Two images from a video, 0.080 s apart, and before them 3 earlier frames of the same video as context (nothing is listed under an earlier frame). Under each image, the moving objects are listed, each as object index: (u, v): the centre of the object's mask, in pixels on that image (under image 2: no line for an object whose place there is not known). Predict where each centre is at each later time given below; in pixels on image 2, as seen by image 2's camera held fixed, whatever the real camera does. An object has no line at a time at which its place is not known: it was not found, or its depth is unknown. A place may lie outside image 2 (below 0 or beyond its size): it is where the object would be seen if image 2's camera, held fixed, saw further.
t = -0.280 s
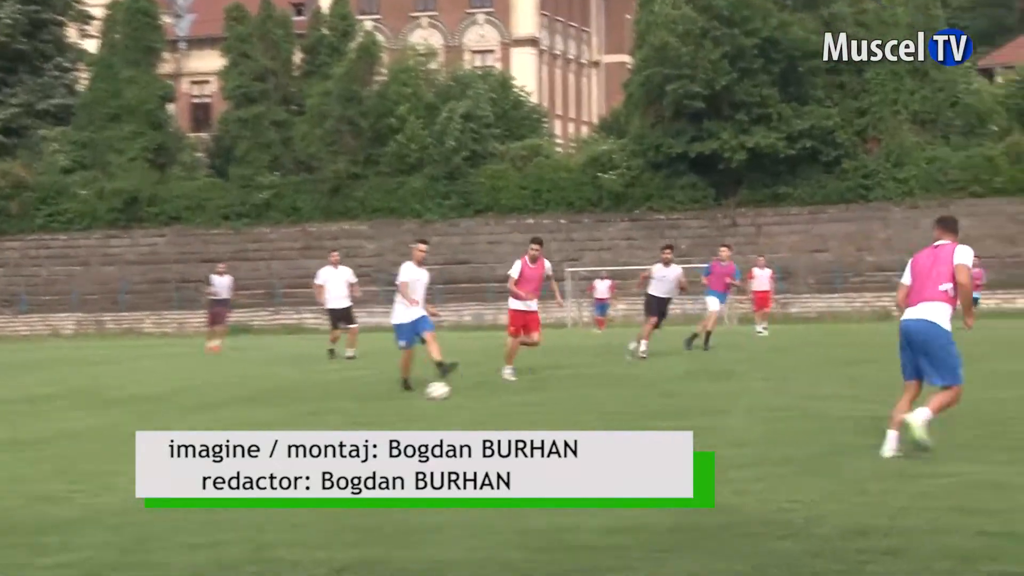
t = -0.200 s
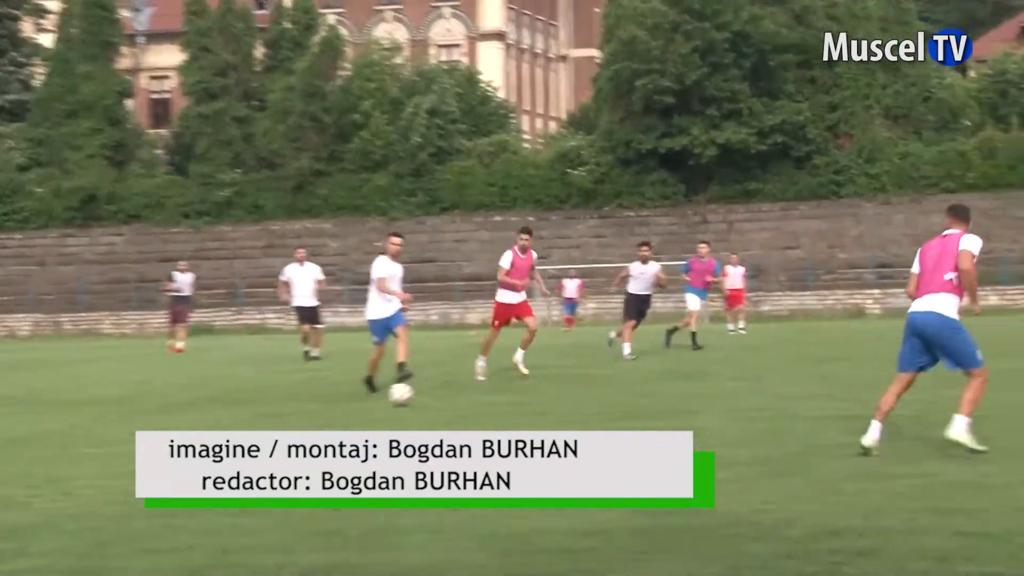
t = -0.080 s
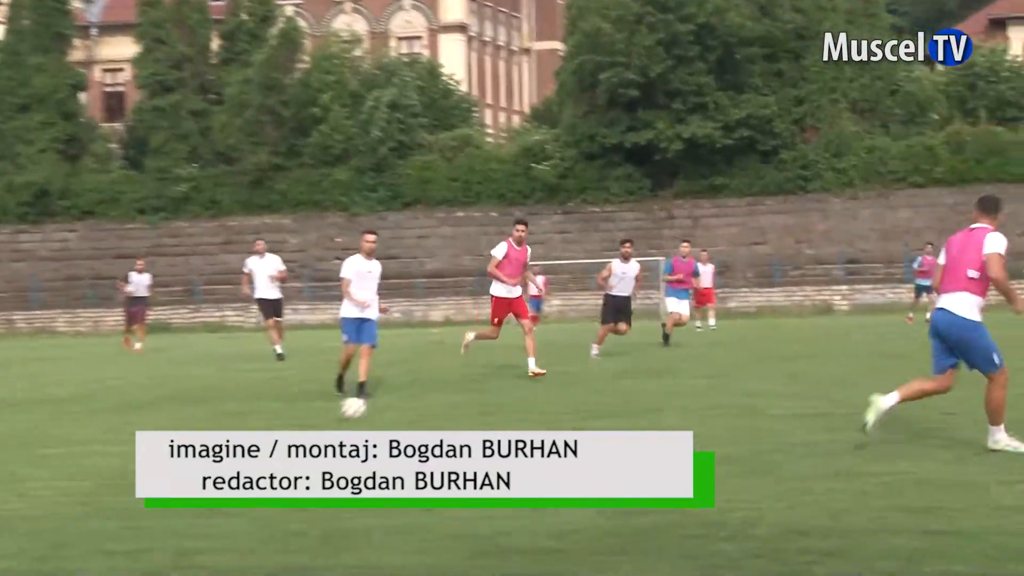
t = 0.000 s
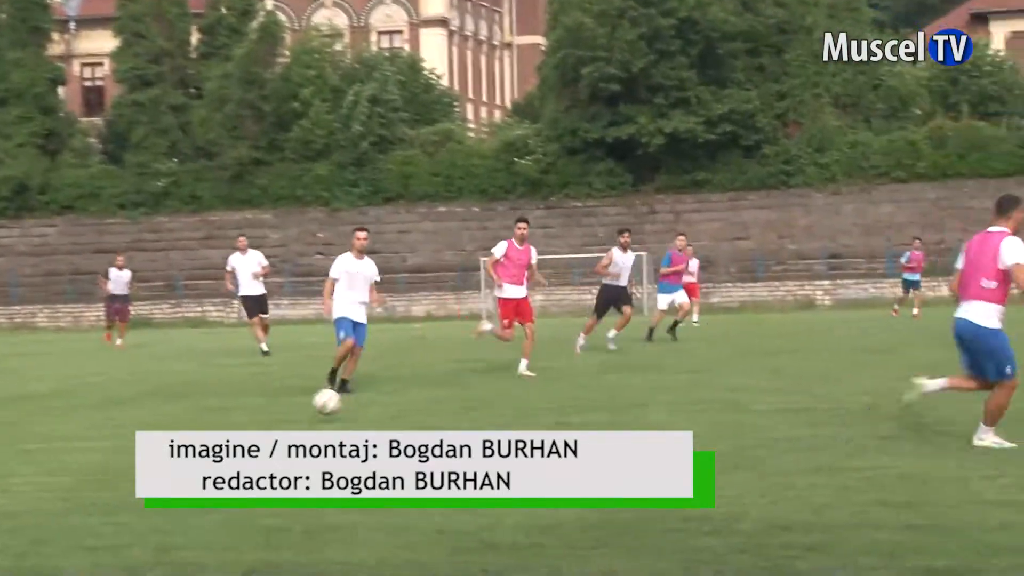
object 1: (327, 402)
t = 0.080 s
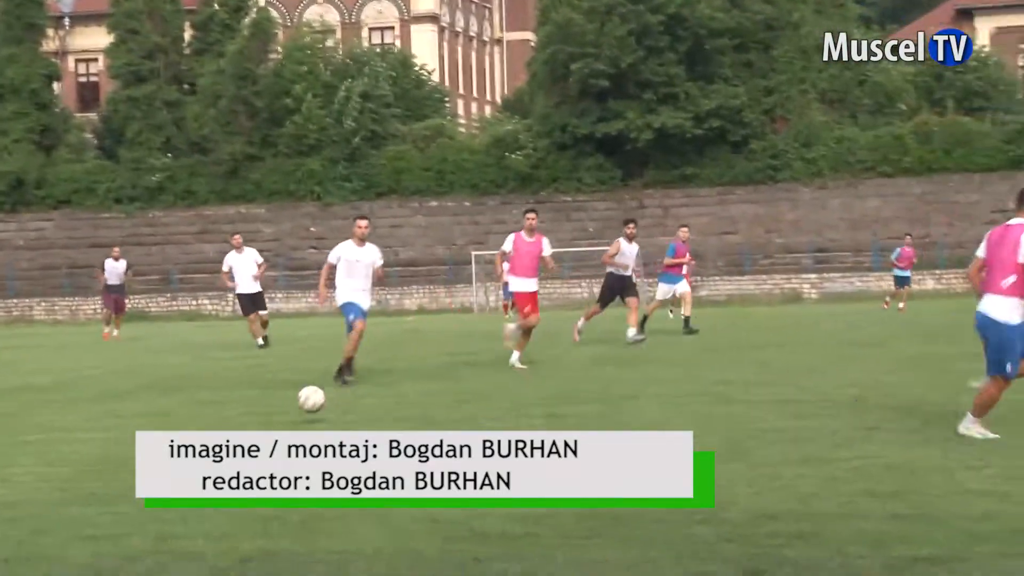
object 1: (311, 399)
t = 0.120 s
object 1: (308, 404)
